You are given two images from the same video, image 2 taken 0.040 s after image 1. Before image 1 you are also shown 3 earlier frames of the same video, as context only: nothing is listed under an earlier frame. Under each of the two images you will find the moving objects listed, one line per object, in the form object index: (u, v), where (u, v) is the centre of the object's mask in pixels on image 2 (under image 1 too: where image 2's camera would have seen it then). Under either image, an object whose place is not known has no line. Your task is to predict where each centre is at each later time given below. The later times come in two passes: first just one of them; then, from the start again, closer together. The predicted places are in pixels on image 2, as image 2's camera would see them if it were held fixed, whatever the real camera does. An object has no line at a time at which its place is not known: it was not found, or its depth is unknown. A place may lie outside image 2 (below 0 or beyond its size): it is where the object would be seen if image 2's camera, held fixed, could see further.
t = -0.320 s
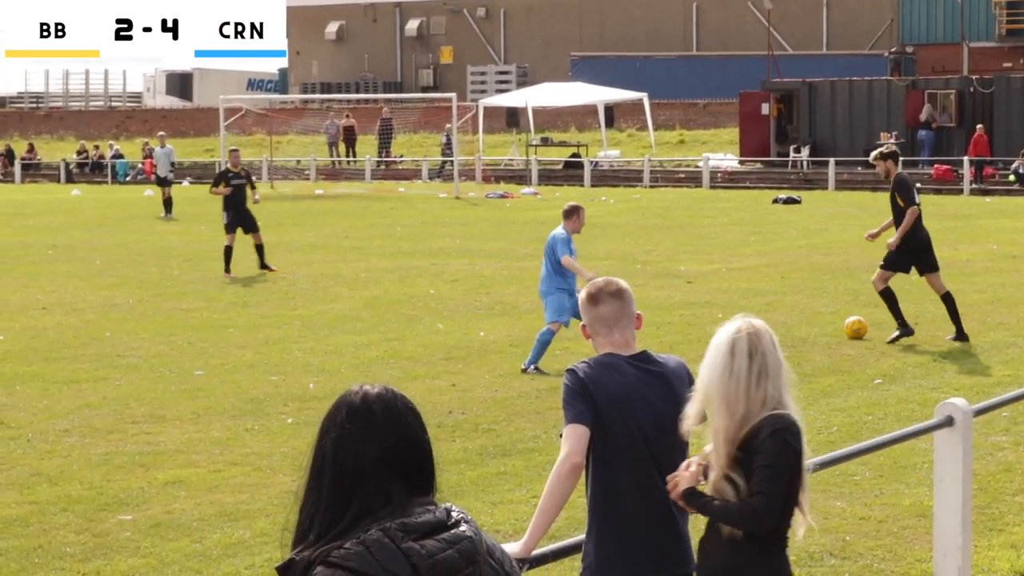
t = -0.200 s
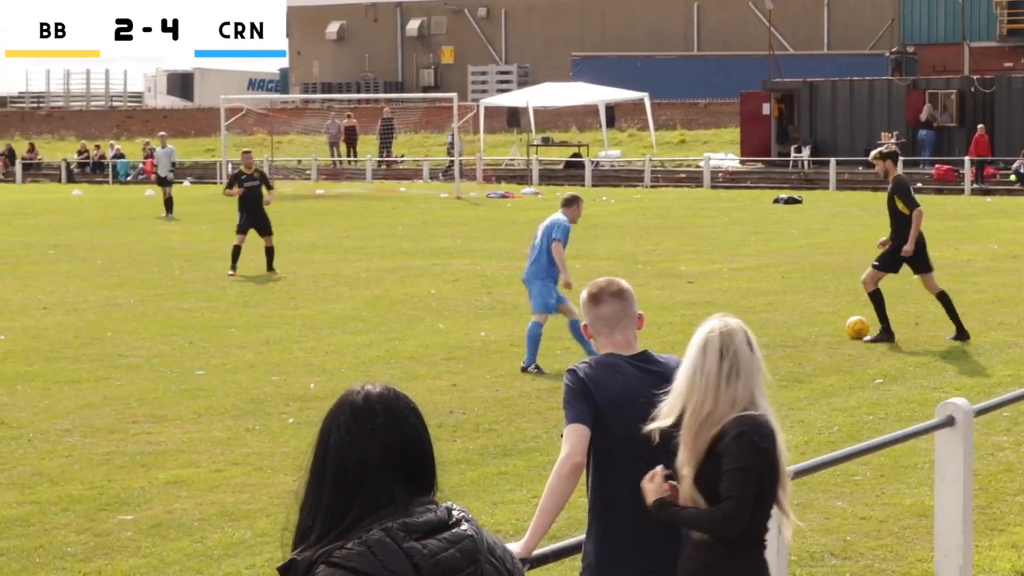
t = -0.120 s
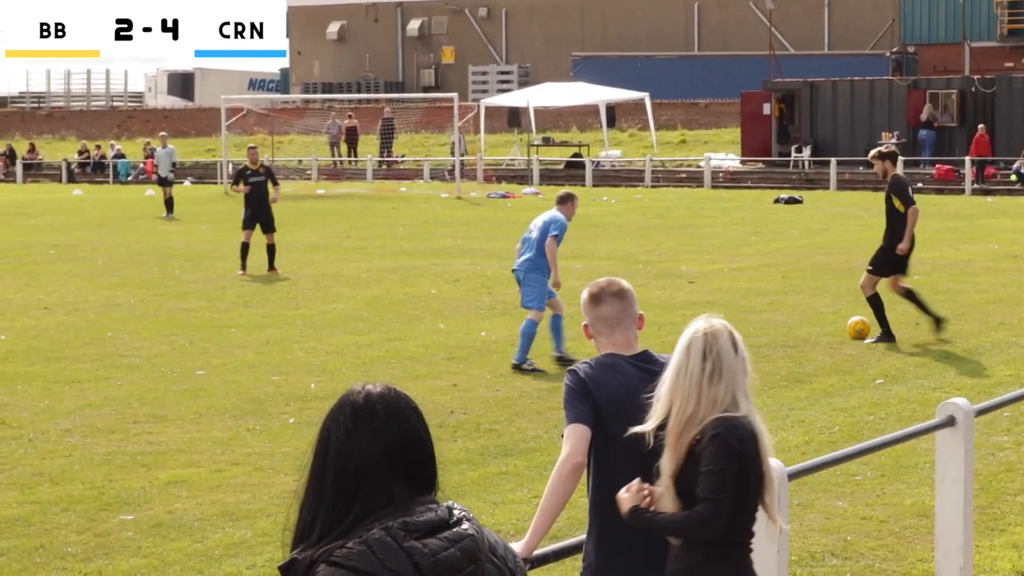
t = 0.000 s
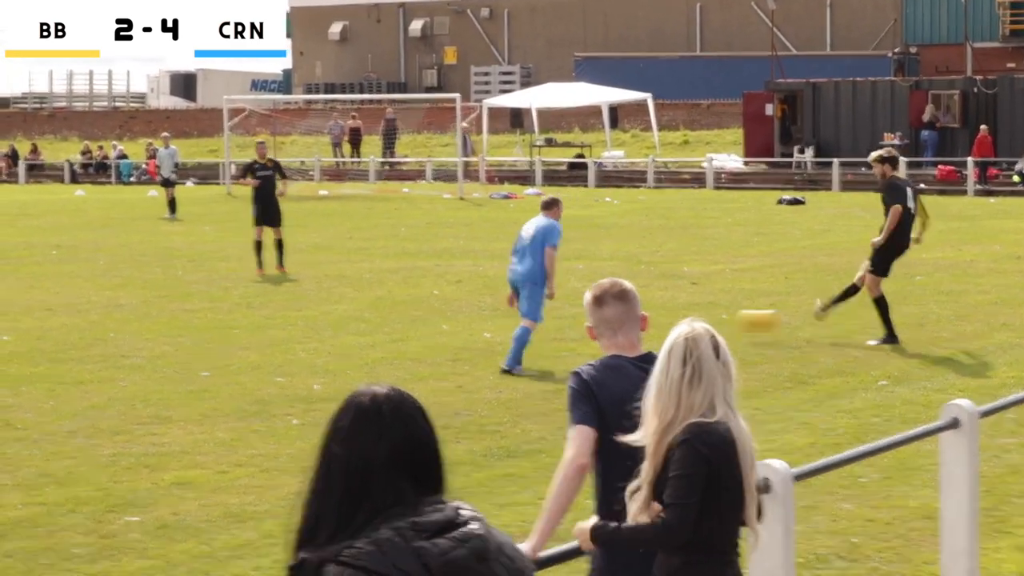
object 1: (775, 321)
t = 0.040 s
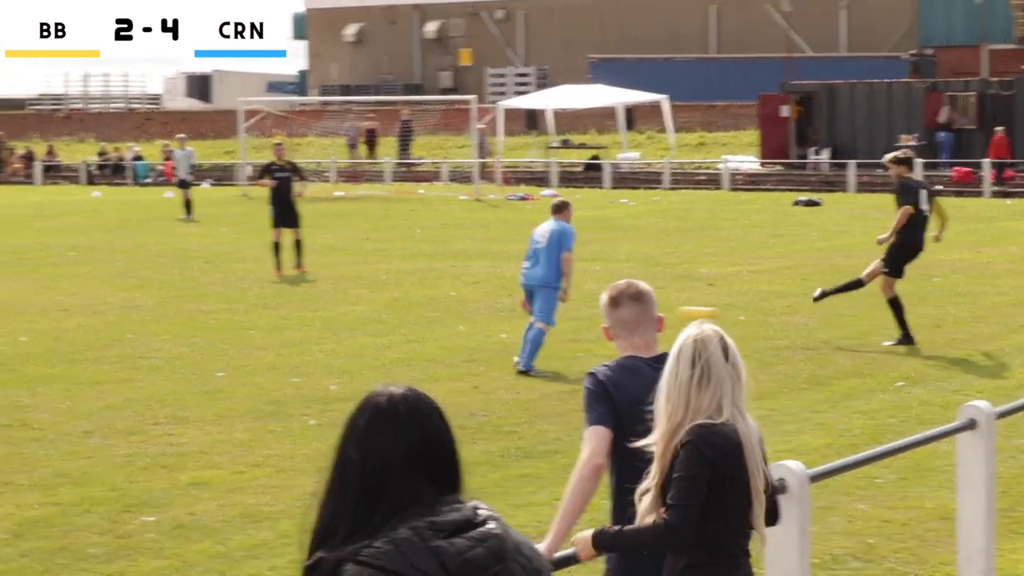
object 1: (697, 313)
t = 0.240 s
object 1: (343, 326)
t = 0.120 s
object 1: (561, 313)
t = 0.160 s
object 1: (478, 316)
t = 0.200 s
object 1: (409, 319)
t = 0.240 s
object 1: (343, 326)
